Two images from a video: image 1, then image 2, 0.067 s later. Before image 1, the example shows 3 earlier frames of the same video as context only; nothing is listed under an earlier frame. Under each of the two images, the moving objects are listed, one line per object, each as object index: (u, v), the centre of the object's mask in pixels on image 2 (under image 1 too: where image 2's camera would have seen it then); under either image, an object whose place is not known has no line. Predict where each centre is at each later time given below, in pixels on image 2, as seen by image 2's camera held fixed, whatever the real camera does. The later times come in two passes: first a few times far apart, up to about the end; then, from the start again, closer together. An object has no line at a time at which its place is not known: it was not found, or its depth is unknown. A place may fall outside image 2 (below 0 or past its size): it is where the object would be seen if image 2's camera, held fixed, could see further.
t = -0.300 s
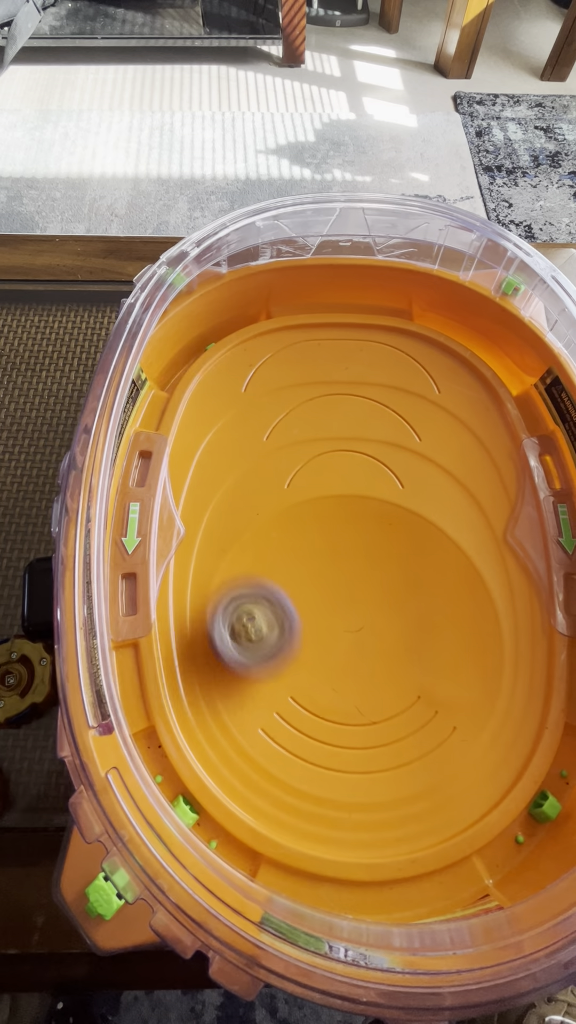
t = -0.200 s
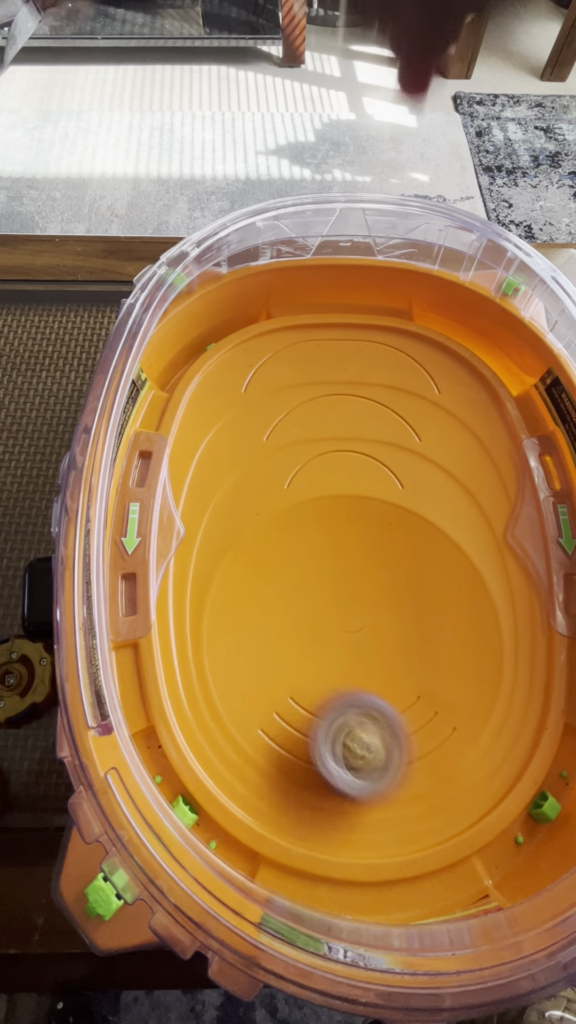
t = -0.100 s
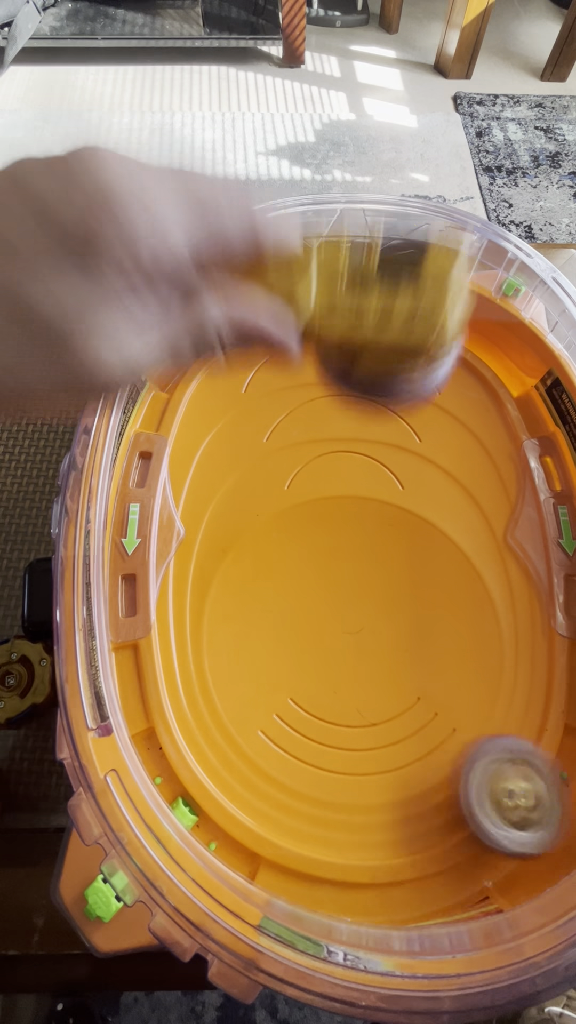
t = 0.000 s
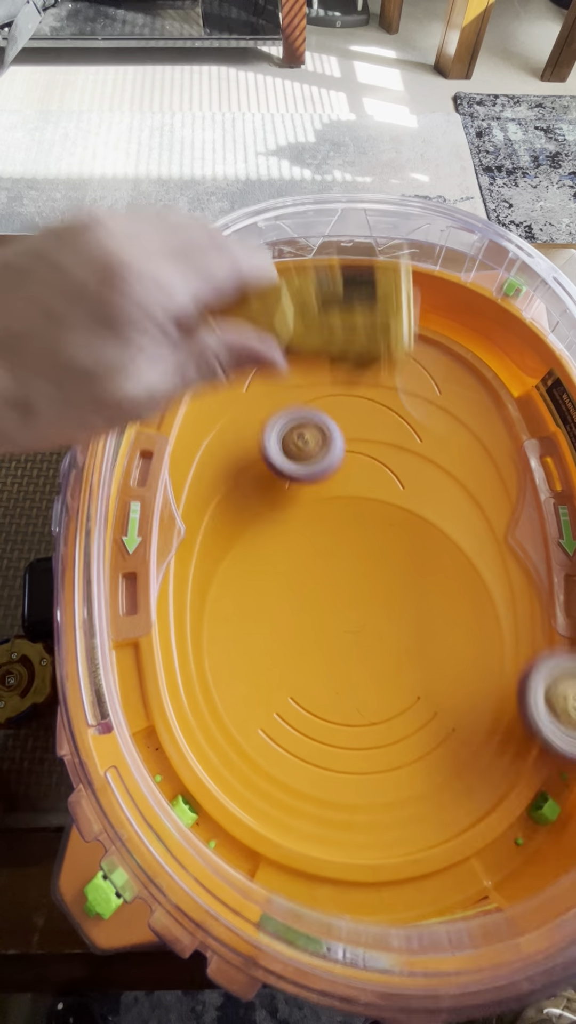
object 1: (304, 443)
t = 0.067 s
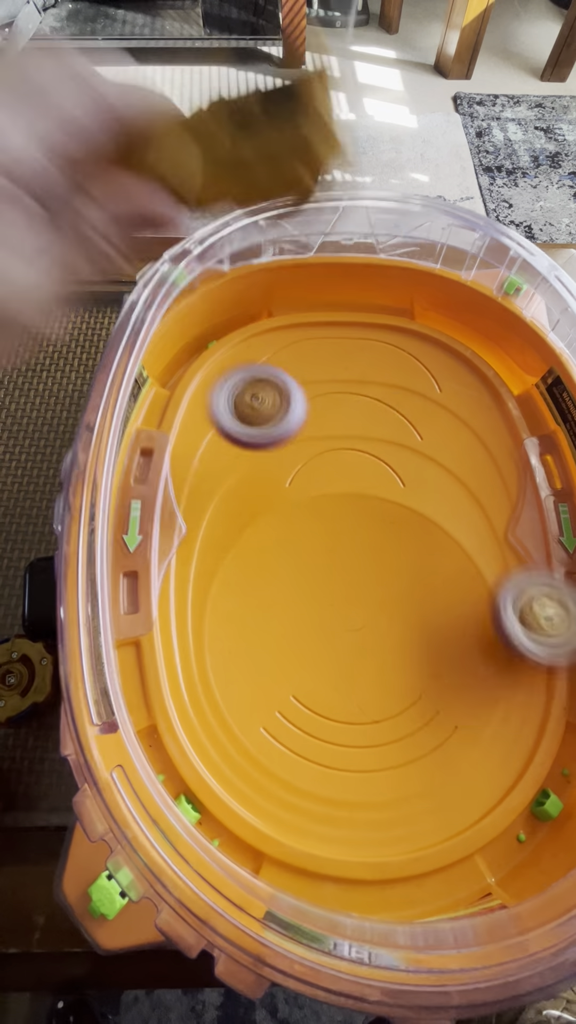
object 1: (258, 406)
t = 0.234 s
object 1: (184, 461)
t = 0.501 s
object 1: (389, 718)
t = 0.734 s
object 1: (520, 630)
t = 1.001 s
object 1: (402, 403)
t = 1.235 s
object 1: (245, 477)
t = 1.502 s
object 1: (365, 853)
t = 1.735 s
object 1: (554, 489)
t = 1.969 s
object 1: (406, 299)
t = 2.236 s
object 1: (162, 499)
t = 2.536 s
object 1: (546, 647)
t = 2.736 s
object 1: (319, 344)
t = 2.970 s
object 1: (164, 436)
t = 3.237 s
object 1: (322, 640)
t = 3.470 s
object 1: (410, 486)
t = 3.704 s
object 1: (368, 384)
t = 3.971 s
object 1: (248, 411)
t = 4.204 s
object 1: (300, 592)
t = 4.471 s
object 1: (511, 559)
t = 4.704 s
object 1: (451, 466)
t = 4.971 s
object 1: (434, 459)
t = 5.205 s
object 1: (422, 544)
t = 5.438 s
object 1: (399, 597)
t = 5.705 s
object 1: (405, 601)
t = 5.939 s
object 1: (401, 587)
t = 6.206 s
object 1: (291, 473)
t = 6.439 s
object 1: (249, 492)
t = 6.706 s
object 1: (253, 566)
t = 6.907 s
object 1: (284, 584)
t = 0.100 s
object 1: (233, 400)
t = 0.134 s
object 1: (207, 405)
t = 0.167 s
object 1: (186, 421)
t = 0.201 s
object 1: (170, 446)
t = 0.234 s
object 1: (184, 461)
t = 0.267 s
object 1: (205, 480)
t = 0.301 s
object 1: (226, 506)
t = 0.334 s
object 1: (243, 531)
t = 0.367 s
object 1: (262, 562)
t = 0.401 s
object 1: (284, 598)
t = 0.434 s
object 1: (310, 640)
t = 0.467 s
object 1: (345, 681)
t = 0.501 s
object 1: (389, 718)
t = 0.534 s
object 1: (436, 748)
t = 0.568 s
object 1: (488, 770)
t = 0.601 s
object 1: (533, 781)
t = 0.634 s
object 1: (537, 746)
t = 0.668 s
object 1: (535, 705)
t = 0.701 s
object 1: (528, 670)
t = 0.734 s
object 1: (520, 630)
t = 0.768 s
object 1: (508, 592)
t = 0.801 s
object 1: (495, 553)
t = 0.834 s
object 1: (480, 516)
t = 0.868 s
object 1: (469, 487)
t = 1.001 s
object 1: (402, 403)
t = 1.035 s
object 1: (380, 394)
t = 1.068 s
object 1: (357, 393)
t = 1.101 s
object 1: (333, 397)
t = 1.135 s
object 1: (309, 408)
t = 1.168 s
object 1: (287, 424)
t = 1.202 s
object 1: (265, 447)
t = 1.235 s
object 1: (245, 477)
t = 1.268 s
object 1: (231, 512)
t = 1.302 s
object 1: (221, 552)
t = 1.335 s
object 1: (216, 598)
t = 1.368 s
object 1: (219, 653)
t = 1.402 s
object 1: (232, 715)
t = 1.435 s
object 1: (259, 780)
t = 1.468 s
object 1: (299, 840)
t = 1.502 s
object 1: (365, 853)
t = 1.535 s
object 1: (437, 847)
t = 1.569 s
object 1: (491, 812)
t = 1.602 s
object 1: (531, 755)
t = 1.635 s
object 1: (550, 691)
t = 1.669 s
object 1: (555, 614)
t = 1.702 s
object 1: (556, 547)
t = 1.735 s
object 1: (554, 489)
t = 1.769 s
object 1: (548, 440)
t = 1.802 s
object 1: (540, 400)
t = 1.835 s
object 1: (527, 365)
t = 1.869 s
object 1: (506, 337)
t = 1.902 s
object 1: (474, 319)
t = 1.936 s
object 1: (442, 306)
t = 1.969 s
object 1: (406, 299)
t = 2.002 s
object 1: (368, 302)
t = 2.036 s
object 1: (326, 308)
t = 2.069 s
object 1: (285, 320)
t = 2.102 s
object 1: (248, 338)
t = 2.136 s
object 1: (211, 365)
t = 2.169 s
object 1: (176, 395)
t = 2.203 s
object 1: (167, 440)
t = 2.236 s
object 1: (162, 499)
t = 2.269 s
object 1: (156, 565)
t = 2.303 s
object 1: (161, 638)
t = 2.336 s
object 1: (180, 715)
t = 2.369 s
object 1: (230, 786)
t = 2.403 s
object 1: (311, 837)
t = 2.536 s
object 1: (546, 647)
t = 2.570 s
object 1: (542, 569)
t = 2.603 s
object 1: (507, 507)
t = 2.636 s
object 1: (463, 455)
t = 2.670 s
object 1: (414, 412)
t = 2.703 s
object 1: (367, 375)
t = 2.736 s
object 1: (319, 344)
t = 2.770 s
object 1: (275, 322)
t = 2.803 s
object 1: (237, 310)
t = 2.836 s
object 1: (213, 317)
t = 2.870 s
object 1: (190, 337)
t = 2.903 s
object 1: (169, 369)
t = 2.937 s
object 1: (163, 402)
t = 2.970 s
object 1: (164, 436)
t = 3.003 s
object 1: (171, 480)
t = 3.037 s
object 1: (185, 537)
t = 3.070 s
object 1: (198, 591)
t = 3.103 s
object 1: (218, 653)
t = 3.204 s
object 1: (293, 656)
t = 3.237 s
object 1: (322, 640)
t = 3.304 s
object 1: (376, 596)
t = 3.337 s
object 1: (395, 569)
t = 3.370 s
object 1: (409, 545)
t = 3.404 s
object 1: (417, 524)
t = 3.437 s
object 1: (415, 503)
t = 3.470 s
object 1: (410, 486)
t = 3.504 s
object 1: (400, 472)
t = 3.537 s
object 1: (396, 457)
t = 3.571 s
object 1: (394, 441)
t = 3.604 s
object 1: (391, 425)
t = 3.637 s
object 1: (384, 412)
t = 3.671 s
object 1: (377, 397)
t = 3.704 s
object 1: (368, 384)
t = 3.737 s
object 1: (358, 375)
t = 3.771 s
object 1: (347, 368)
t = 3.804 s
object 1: (333, 362)
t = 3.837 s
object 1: (318, 362)
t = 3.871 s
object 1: (300, 366)
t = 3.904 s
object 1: (280, 377)
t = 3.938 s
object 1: (262, 391)
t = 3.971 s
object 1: (248, 411)
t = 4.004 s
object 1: (239, 434)
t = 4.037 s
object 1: (235, 462)
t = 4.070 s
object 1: (237, 495)
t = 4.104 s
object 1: (243, 527)
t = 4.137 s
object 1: (253, 561)
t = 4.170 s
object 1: (274, 576)
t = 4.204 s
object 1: (300, 592)
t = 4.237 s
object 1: (330, 604)
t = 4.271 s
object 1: (362, 611)
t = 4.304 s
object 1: (394, 613)
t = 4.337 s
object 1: (424, 610)
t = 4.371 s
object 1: (452, 602)
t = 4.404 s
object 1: (477, 591)
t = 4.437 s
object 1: (497, 576)
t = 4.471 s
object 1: (511, 559)
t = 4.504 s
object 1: (522, 543)
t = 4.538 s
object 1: (526, 526)
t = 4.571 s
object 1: (508, 512)
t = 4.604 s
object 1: (490, 499)
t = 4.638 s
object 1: (473, 485)
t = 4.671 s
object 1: (459, 474)
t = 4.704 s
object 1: (451, 466)
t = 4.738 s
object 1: (446, 460)
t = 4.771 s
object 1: (444, 456)
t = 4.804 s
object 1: (444, 453)
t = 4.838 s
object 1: (443, 452)
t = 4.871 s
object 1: (442, 451)
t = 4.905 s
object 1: (440, 451)
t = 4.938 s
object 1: (436, 454)
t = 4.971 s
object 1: (434, 459)
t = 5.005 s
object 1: (432, 466)
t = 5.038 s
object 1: (431, 476)
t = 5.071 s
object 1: (434, 487)
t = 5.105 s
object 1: (437, 500)
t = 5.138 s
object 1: (438, 514)
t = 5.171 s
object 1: (433, 530)
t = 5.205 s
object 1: (422, 544)
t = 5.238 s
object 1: (407, 558)
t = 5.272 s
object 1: (390, 573)
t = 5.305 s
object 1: (377, 588)
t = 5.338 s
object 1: (380, 587)
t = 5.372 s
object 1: (386, 590)
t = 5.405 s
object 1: (393, 594)
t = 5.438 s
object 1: (399, 597)
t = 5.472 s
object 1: (405, 600)
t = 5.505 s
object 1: (410, 601)
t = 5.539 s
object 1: (413, 600)
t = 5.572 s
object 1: (415, 600)
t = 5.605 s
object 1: (415, 599)
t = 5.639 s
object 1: (413, 598)
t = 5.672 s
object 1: (410, 598)
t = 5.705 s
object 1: (405, 601)
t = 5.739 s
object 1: (401, 606)
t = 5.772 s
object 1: (398, 610)
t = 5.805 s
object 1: (395, 616)
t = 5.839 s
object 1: (394, 623)
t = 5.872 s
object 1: (394, 631)
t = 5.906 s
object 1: (397, 622)
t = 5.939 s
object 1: (401, 587)
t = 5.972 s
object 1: (400, 557)
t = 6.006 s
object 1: (394, 531)
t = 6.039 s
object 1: (382, 512)
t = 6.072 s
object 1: (366, 495)
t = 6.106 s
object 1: (345, 485)
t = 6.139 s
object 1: (323, 479)
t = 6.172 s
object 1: (304, 476)
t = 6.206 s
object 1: (291, 473)
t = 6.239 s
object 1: (281, 471)
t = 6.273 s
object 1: (274, 470)
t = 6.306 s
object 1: (266, 471)
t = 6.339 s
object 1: (260, 474)
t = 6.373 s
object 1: (255, 479)
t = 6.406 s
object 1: (251, 485)
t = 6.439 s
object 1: (249, 492)
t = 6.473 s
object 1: (249, 500)
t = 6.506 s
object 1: (249, 507)
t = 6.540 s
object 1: (253, 516)
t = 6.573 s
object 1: (255, 529)
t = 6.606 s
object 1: (258, 546)
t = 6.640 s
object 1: (262, 569)
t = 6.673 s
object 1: (258, 571)
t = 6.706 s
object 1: (253, 566)
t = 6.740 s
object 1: (251, 564)
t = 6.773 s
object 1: (251, 566)
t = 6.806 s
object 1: (254, 570)
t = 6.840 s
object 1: (261, 575)
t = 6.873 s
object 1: (271, 579)
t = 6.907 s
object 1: (284, 584)
